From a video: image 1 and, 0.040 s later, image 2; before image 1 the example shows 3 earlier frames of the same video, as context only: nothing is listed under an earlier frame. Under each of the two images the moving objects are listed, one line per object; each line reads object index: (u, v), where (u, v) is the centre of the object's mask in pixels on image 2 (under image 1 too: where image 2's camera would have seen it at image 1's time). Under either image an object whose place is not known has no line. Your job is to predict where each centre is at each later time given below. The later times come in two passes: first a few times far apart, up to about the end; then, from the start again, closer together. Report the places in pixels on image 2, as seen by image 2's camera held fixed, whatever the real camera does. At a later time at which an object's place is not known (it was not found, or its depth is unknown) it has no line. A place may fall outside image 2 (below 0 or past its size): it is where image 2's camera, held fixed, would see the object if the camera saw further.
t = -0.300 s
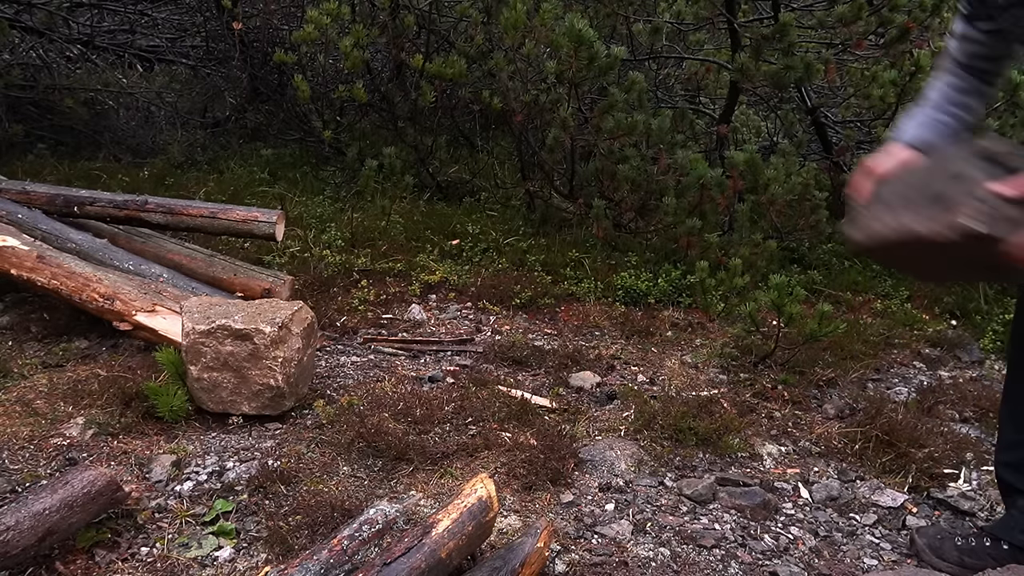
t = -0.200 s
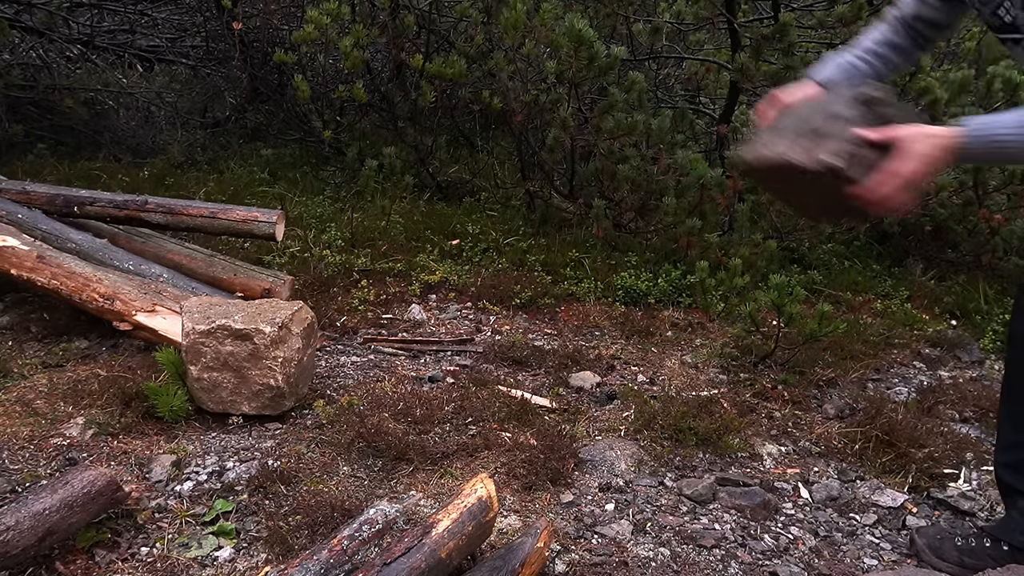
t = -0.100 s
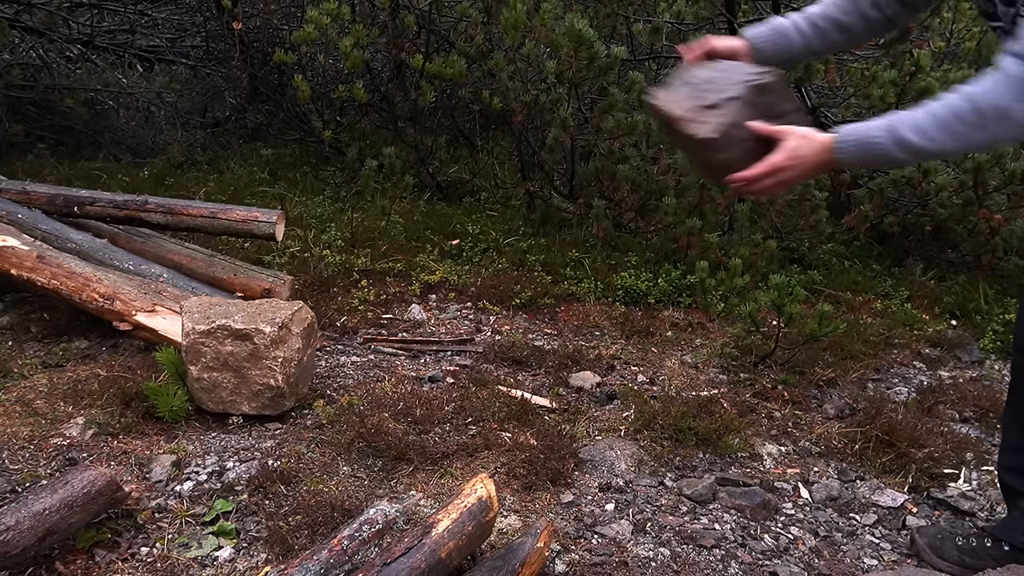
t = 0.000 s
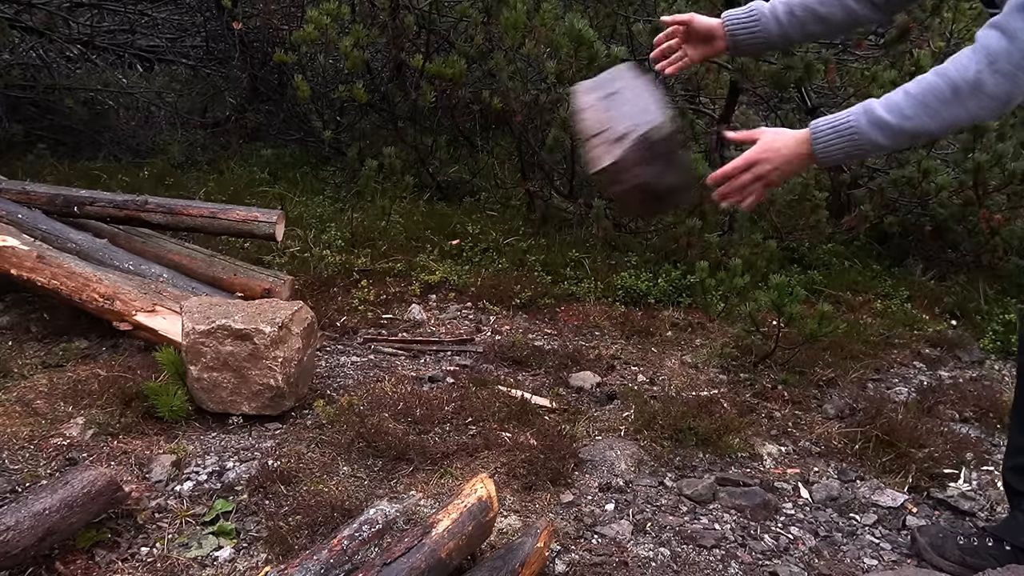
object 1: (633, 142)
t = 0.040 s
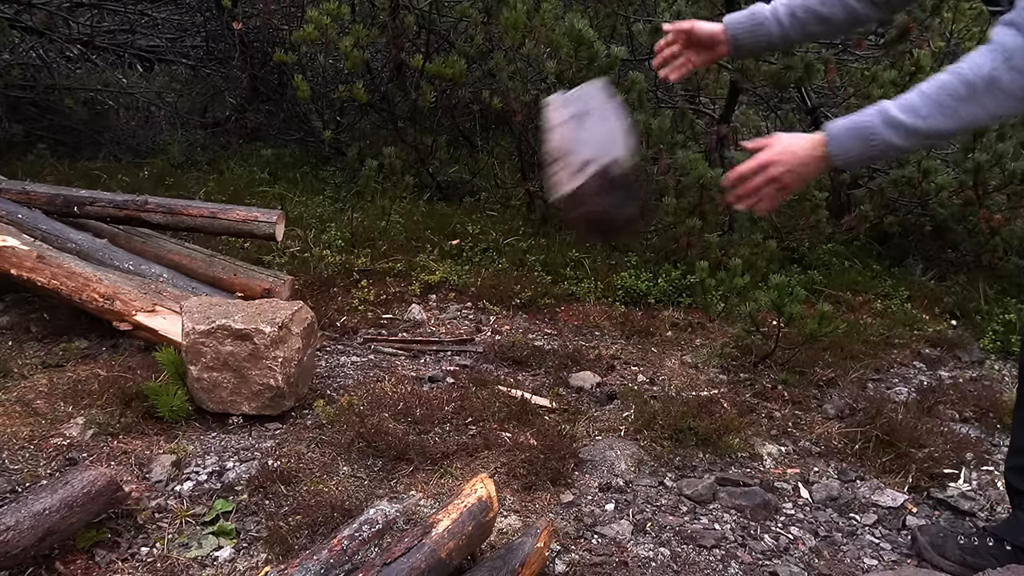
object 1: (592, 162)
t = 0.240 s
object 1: (444, 325)
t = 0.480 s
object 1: (358, 335)
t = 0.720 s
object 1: (363, 337)
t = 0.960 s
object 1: (362, 338)
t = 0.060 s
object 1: (574, 172)
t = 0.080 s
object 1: (558, 185)
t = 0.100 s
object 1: (541, 201)
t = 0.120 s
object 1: (526, 217)
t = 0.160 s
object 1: (497, 251)
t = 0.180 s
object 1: (483, 272)
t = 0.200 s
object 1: (469, 294)
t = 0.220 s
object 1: (455, 319)
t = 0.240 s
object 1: (444, 325)
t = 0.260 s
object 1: (433, 323)
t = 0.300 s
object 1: (416, 321)
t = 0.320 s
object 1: (409, 321)
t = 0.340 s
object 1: (399, 322)
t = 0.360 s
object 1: (393, 325)
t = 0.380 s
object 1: (386, 328)
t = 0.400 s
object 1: (377, 329)
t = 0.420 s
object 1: (369, 331)
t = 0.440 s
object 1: (364, 332)
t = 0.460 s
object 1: (360, 334)
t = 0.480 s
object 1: (358, 335)
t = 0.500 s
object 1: (357, 333)
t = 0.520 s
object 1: (357, 332)
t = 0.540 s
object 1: (357, 332)
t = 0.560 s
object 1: (357, 332)
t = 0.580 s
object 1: (358, 332)
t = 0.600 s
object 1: (358, 333)
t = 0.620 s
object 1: (359, 334)
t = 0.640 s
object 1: (361, 336)
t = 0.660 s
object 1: (362, 338)
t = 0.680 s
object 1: (362, 338)
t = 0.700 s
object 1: (363, 337)
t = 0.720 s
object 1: (363, 337)
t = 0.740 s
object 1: (363, 337)
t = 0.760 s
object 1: (364, 337)
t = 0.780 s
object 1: (363, 337)
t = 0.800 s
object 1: (363, 338)
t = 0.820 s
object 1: (363, 338)
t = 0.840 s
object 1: (362, 338)
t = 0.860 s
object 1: (362, 338)
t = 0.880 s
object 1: (362, 338)
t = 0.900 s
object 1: (362, 338)
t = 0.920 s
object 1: (362, 338)
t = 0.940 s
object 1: (362, 338)
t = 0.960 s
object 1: (362, 338)
